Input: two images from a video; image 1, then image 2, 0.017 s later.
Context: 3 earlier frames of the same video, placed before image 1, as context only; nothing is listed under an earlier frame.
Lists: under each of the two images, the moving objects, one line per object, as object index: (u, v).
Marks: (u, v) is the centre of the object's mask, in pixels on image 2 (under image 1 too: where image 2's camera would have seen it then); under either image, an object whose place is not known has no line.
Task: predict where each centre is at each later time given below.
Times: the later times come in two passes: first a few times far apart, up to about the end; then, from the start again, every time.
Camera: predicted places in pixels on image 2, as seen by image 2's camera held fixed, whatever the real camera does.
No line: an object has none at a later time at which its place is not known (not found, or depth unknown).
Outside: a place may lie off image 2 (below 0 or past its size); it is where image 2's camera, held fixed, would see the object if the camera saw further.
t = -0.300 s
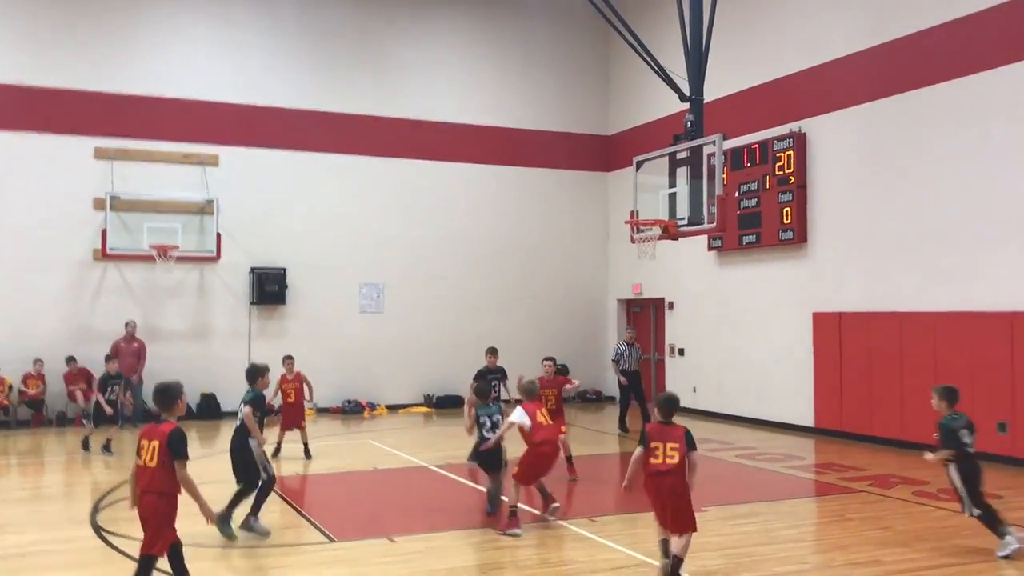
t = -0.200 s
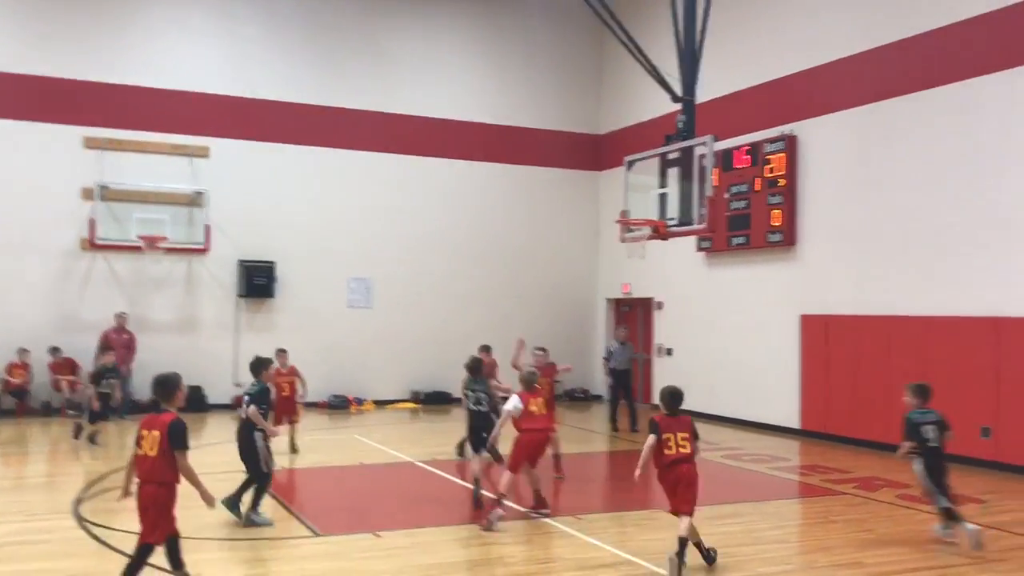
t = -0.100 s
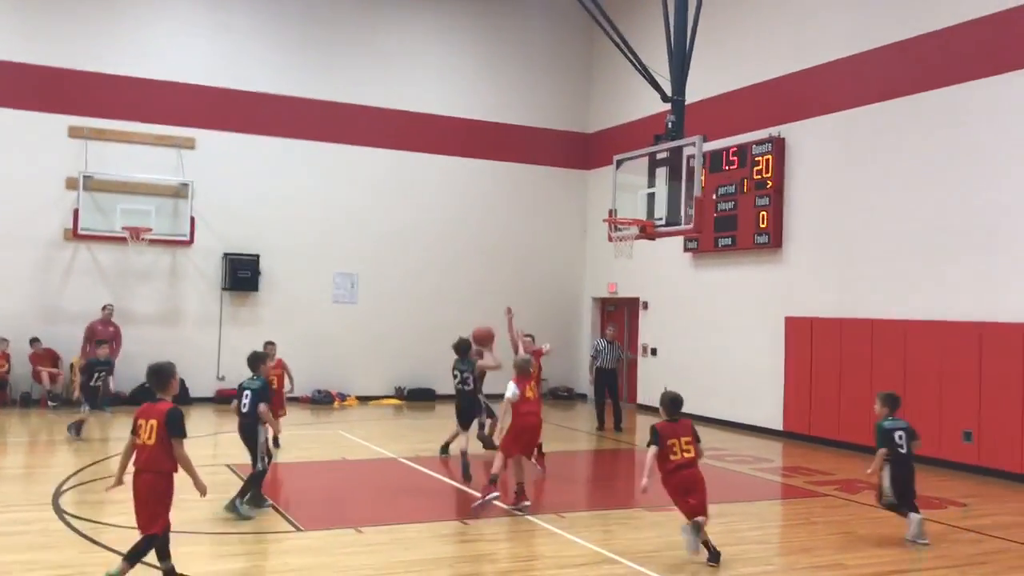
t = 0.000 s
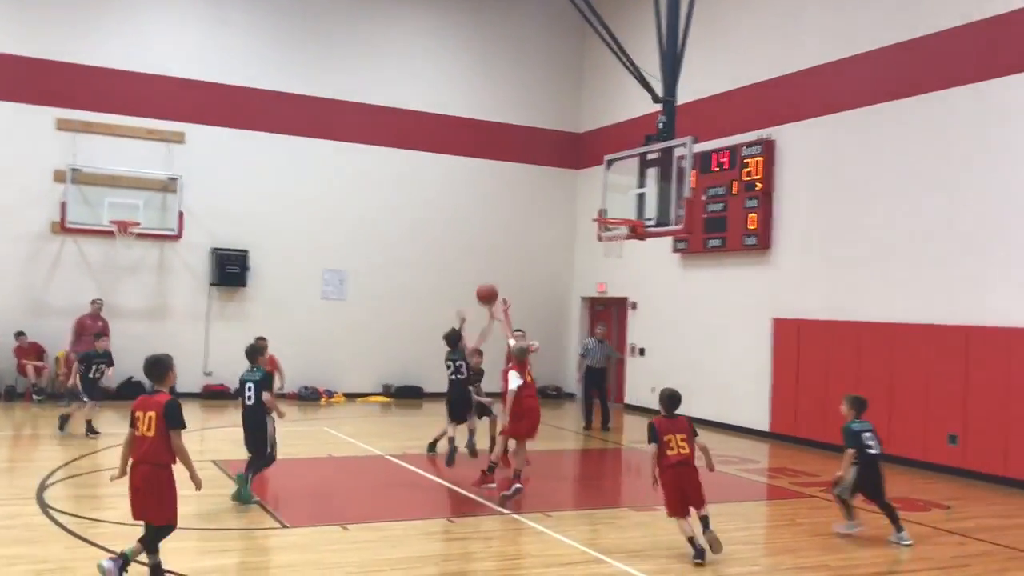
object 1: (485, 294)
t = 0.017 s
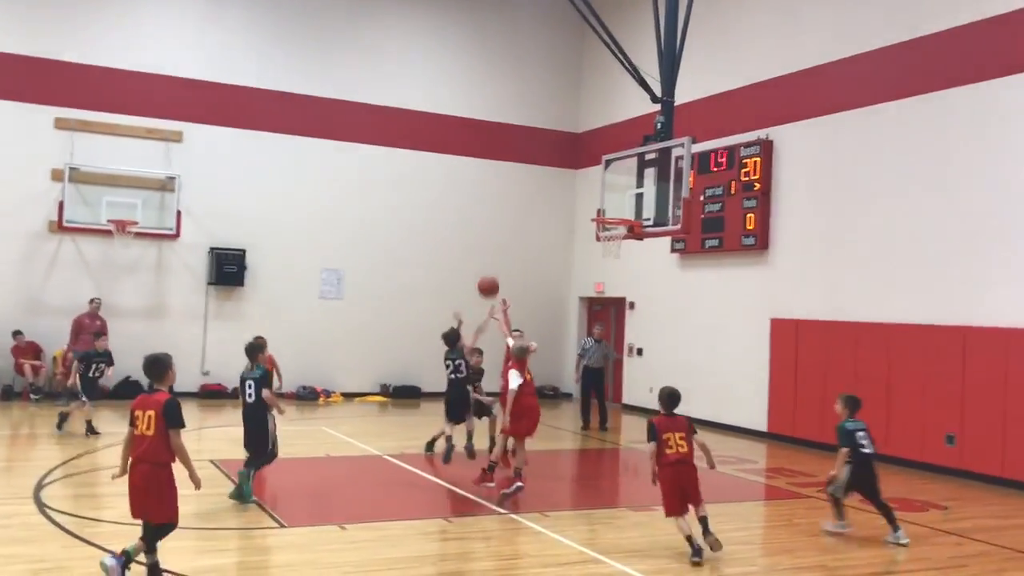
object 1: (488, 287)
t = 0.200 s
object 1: (521, 224)
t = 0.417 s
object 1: (553, 193)
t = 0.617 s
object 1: (580, 199)
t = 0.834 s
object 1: (588, 208)
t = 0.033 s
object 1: (491, 280)
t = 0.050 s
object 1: (494, 273)
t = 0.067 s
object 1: (497, 266)
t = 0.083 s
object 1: (501, 259)
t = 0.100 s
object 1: (504, 253)
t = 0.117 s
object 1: (506, 248)
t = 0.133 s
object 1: (510, 242)
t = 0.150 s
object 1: (512, 238)
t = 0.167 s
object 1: (515, 233)
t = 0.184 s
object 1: (518, 228)
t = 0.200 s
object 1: (521, 224)
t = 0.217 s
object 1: (524, 220)
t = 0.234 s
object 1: (526, 216)
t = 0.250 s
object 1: (529, 213)
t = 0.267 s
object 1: (531, 210)
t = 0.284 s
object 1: (534, 207)
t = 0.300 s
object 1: (537, 204)
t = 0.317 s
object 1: (539, 202)
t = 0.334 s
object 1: (542, 199)
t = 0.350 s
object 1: (544, 198)
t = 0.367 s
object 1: (546, 196)
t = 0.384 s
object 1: (549, 194)
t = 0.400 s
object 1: (551, 194)
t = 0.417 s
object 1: (553, 193)
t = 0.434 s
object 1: (556, 192)
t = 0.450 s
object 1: (558, 191)
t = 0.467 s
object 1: (560, 191)
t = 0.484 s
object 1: (562, 191)
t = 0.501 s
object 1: (565, 191)
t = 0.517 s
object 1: (567, 192)
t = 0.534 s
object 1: (569, 193)
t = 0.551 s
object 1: (571, 193)
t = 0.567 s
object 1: (573, 194)
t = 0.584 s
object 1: (576, 196)
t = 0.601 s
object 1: (578, 197)
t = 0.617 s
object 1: (580, 199)
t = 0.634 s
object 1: (582, 201)
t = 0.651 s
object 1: (584, 203)
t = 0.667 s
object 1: (586, 206)
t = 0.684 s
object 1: (588, 208)
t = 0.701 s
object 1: (590, 211)
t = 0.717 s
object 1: (590, 211)
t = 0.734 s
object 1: (590, 210)
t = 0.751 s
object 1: (590, 209)
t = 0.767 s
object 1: (589, 208)
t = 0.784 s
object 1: (589, 208)
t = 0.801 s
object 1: (589, 207)
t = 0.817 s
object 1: (588, 208)
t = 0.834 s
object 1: (588, 208)
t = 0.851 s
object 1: (588, 208)
